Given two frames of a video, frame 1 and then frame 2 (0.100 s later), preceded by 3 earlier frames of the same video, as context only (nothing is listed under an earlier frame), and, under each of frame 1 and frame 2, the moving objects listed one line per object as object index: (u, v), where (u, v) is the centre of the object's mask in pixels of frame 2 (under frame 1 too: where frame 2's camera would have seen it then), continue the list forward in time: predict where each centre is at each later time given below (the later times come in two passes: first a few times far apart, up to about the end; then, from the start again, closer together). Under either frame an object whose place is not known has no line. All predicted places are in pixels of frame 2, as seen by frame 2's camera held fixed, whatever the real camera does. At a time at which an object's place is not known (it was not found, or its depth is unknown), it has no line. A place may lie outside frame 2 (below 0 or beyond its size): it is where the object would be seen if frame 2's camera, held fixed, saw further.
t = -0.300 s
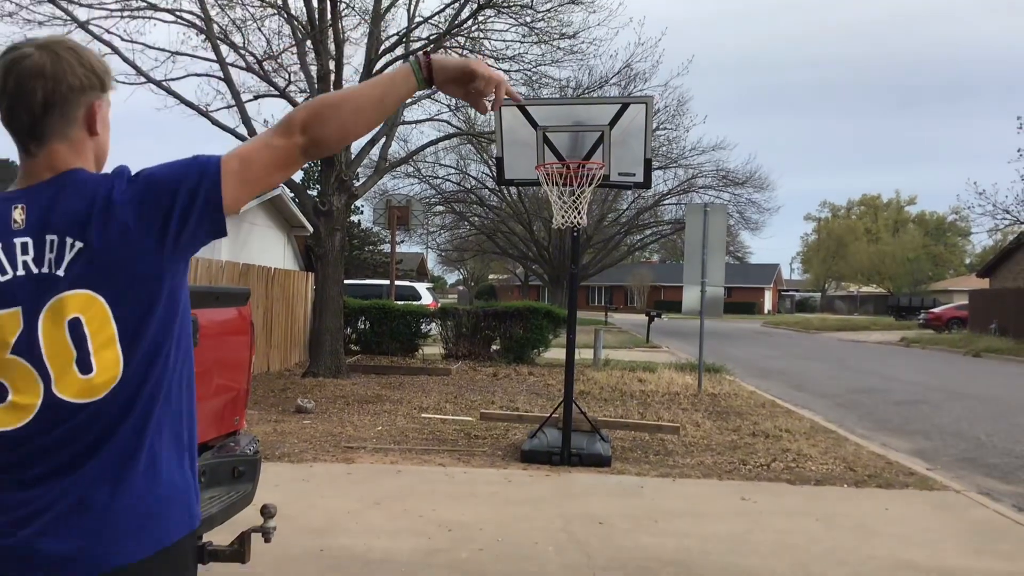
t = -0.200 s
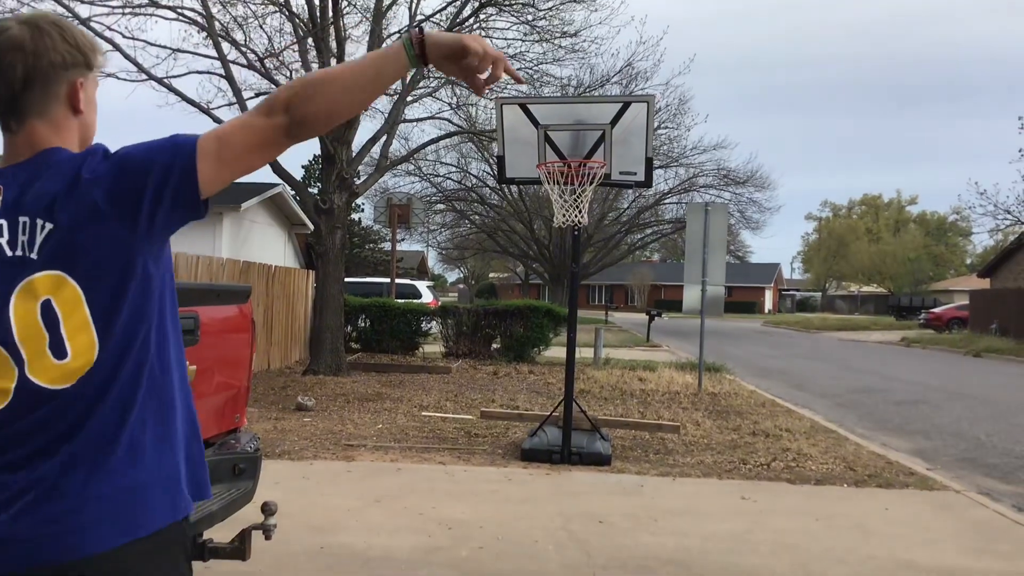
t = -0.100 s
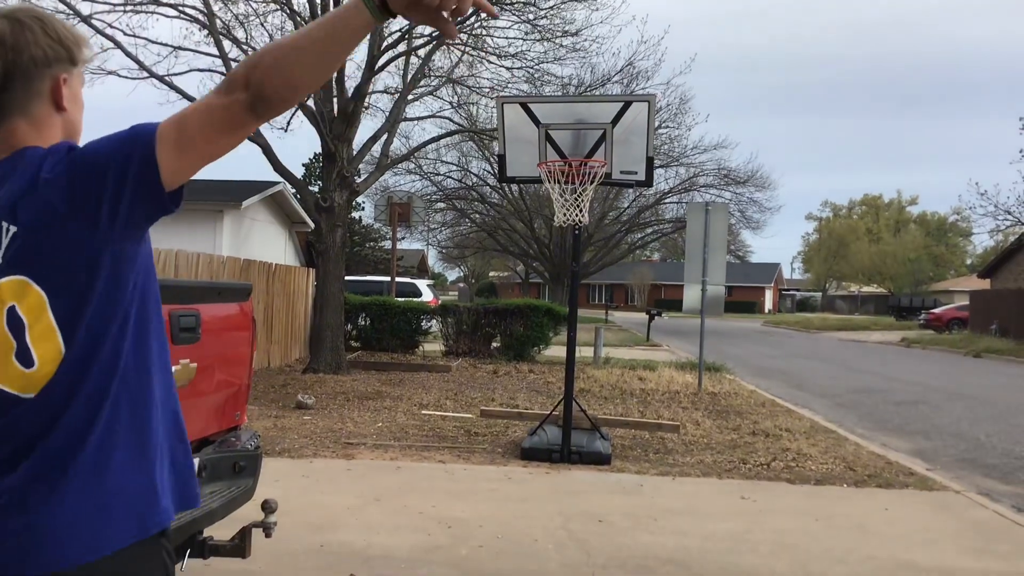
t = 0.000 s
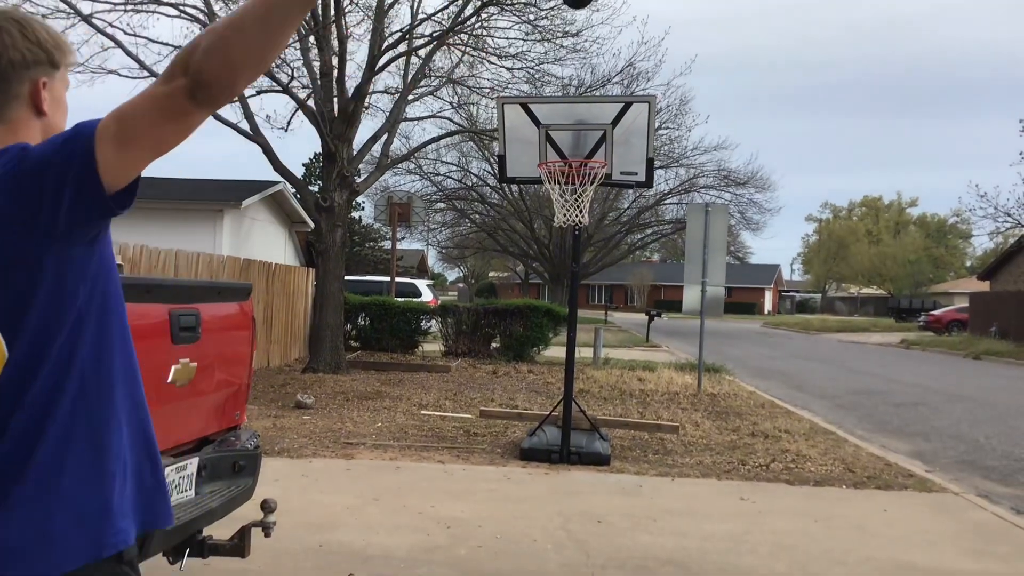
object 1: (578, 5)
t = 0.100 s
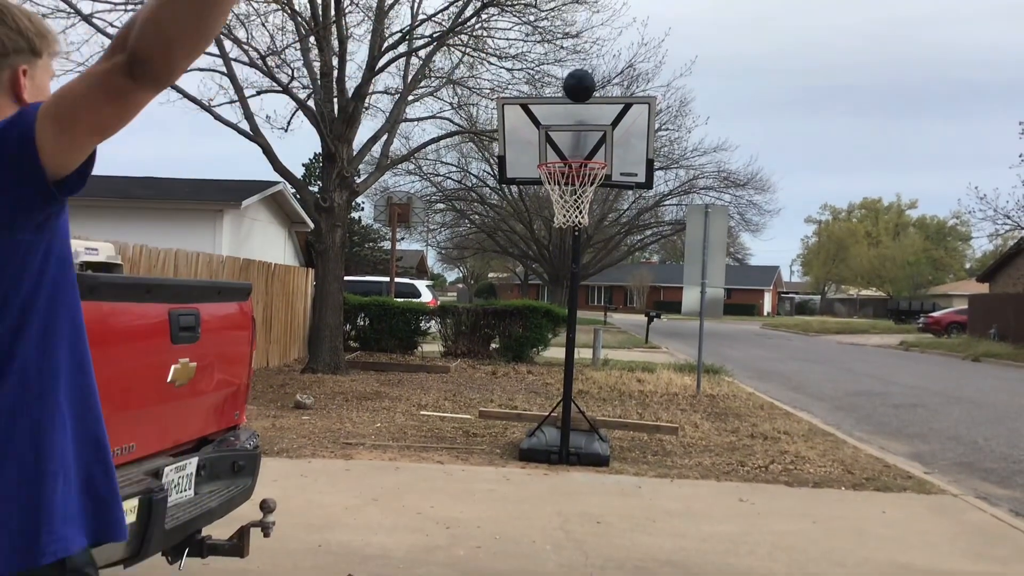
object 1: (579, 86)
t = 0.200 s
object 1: (578, 182)
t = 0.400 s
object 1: (564, 257)
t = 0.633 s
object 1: (542, 394)
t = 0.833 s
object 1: (530, 394)
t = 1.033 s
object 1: (521, 306)
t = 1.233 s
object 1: (510, 269)
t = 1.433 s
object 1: (495, 280)
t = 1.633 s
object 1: (479, 347)
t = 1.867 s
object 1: (457, 475)
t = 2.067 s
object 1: (448, 374)
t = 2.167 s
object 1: (443, 342)
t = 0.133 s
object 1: (580, 117)
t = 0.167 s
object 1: (580, 148)
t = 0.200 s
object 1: (578, 182)
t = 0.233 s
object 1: (571, 187)
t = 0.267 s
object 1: (574, 209)
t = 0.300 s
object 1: (572, 218)
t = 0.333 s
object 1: (570, 231)
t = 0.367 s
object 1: (569, 244)
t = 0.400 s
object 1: (564, 257)
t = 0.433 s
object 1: (561, 273)
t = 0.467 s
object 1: (558, 290)
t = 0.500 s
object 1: (557, 309)
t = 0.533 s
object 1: (553, 327)
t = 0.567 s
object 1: (549, 349)
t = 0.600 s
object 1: (545, 371)
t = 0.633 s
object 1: (542, 394)
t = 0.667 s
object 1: (539, 419)
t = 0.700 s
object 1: (535, 447)
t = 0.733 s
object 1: (534, 453)
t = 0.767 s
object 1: (533, 433)
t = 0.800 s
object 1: (532, 412)
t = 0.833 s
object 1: (530, 394)
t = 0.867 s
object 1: (530, 377)
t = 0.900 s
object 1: (528, 360)
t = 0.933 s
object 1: (526, 346)
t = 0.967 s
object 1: (525, 331)
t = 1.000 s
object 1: (523, 319)
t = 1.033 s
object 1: (521, 306)
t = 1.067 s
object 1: (519, 299)
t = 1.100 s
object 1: (518, 288)
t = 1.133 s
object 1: (516, 282)
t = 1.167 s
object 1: (514, 276)
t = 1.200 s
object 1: (512, 272)
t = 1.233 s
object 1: (510, 269)
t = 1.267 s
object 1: (507, 265)
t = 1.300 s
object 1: (506, 264)
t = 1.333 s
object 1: (504, 265)
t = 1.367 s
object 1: (501, 269)
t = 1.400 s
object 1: (499, 273)
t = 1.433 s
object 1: (495, 280)
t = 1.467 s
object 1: (493, 287)
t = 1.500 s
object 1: (491, 295)
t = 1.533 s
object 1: (488, 303)
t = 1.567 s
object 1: (486, 317)
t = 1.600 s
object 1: (483, 331)
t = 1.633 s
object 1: (479, 347)
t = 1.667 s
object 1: (476, 365)
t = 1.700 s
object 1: (473, 385)
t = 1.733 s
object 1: (469, 406)
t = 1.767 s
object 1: (466, 430)
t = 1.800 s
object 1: (462, 455)
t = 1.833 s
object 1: (458, 483)
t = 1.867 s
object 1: (457, 475)
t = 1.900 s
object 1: (455, 456)
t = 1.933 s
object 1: (454, 437)
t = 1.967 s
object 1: (453, 419)
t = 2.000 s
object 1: (451, 403)
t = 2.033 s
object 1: (449, 388)
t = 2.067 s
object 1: (448, 374)
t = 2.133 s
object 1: (445, 351)
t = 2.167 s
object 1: (443, 342)
